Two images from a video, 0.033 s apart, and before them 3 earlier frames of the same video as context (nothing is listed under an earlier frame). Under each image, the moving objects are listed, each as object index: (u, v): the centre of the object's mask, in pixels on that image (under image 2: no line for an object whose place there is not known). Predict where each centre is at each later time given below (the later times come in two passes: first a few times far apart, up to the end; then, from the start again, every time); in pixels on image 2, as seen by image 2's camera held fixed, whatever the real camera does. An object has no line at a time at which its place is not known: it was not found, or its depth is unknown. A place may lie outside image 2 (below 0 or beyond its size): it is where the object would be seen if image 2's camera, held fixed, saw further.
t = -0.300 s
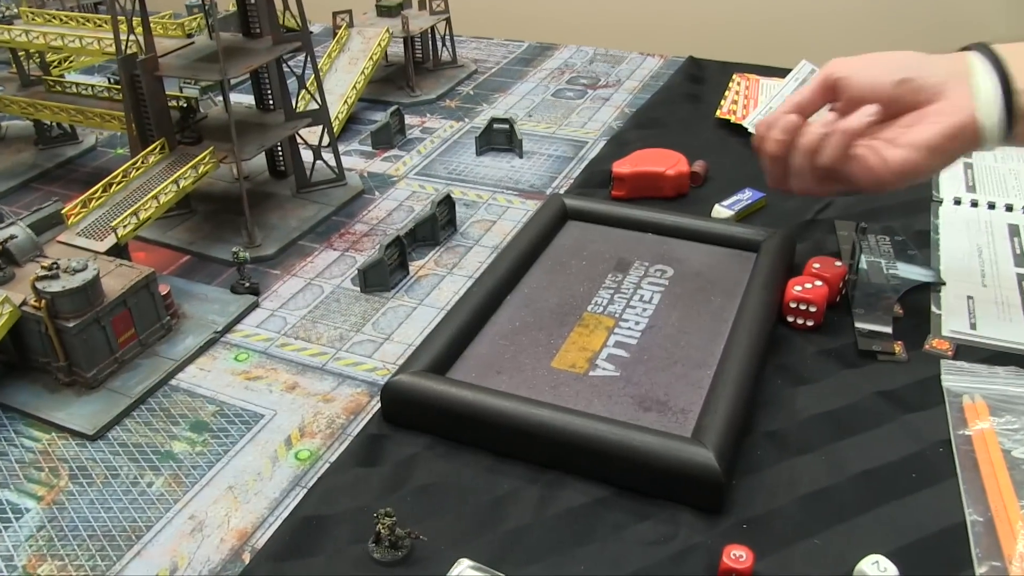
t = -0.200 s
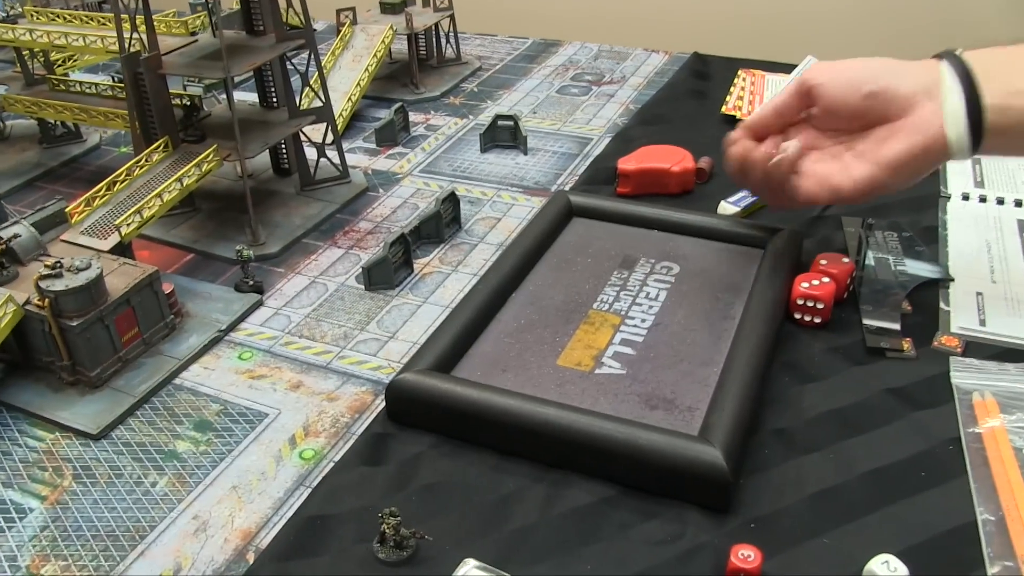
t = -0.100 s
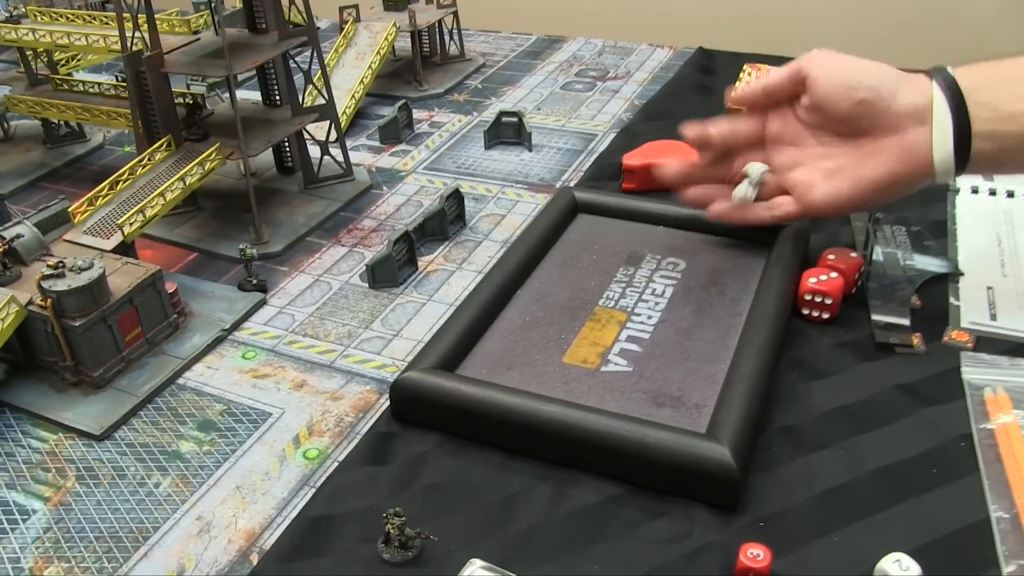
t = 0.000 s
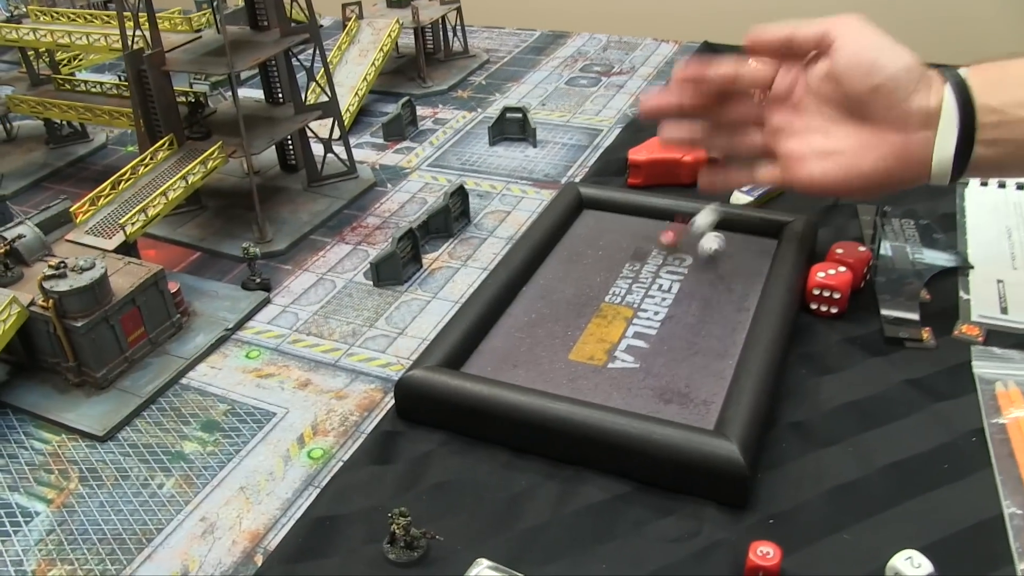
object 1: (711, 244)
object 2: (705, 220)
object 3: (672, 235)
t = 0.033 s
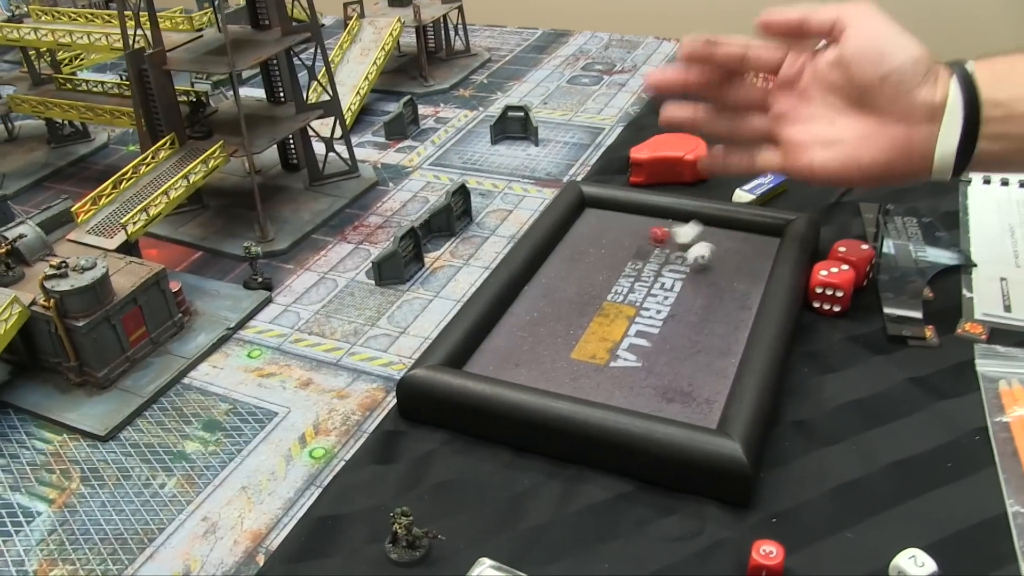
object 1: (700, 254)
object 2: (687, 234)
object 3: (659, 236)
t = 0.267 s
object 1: (581, 326)
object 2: (588, 254)
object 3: (556, 290)
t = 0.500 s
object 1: (531, 366)
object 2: (577, 251)
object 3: (507, 314)
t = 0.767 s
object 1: (532, 363)
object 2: (578, 249)
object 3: (516, 318)
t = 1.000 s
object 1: (533, 364)
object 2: (579, 249)
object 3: (517, 318)
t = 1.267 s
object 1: (533, 365)
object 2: (579, 250)
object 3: (518, 319)
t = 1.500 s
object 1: (534, 365)
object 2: (580, 249)
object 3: (518, 319)
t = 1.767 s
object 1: (535, 364)
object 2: (581, 248)
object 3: (519, 317)
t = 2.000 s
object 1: (531, 366)
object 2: (578, 250)
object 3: (516, 319)
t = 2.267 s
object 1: (529, 367)
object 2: (576, 251)
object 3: (513, 320)
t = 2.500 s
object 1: (531, 368)
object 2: (578, 251)
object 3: (515, 321)
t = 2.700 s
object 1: (530, 365)
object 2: (577, 249)
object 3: (514, 319)
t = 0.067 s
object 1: (684, 264)
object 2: (667, 233)
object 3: (643, 245)
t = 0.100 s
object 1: (667, 278)
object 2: (647, 240)
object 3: (626, 263)
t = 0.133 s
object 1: (649, 285)
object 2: (630, 244)
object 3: (613, 268)
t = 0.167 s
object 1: (631, 296)
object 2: (618, 247)
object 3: (598, 276)
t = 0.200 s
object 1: (612, 304)
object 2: (605, 249)
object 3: (585, 282)
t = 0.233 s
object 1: (597, 318)
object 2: (596, 252)
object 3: (572, 285)
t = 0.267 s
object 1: (581, 326)
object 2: (588, 254)
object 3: (556, 290)
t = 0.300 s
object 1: (565, 340)
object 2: (581, 254)
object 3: (543, 294)
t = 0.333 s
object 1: (556, 349)
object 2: (577, 254)
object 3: (532, 299)
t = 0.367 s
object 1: (548, 357)
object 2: (576, 253)
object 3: (521, 302)
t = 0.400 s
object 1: (542, 365)
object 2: (576, 253)
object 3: (510, 306)
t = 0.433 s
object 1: (534, 370)
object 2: (576, 253)
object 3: (507, 309)
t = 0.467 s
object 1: (530, 369)
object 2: (577, 252)
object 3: (507, 312)
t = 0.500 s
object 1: (531, 366)
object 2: (577, 251)
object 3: (507, 314)
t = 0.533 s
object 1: (531, 365)
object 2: (577, 250)
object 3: (506, 316)
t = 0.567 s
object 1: (531, 364)
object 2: (577, 250)
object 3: (508, 318)
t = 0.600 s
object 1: (531, 364)
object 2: (577, 249)
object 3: (512, 318)
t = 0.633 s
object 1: (531, 364)
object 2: (577, 249)
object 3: (515, 318)
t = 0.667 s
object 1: (532, 363)
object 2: (578, 249)
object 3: (515, 318)
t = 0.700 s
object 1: (532, 363)
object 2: (578, 249)
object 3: (516, 317)
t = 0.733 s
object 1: (532, 363)
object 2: (578, 249)
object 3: (516, 317)
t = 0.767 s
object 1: (532, 363)
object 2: (578, 249)
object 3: (516, 318)
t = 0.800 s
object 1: (532, 363)
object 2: (578, 249)
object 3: (516, 318)
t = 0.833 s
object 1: (532, 364)
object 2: (578, 249)
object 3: (516, 318)
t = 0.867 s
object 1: (532, 364)
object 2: (578, 249)
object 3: (516, 318)
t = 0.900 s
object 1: (533, 364)
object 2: (578, 249)
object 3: (516, 318)
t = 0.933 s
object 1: (533, 364)
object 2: (578, 250)
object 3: (517, 318)
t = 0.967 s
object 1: (533, 364)
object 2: (579, 250)
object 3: (517, 318)
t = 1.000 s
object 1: (533, 364)
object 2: (579, 249)
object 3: (517, 318)
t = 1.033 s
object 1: (533, 364)
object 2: (579, 249)
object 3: (517, 318)
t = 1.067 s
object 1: (533, 364)
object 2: (579, 249)
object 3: (517, 318)
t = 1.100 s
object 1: (534, 364)
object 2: (579, 250)
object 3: (517, 319)
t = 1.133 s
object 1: (534, 364)
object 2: (579, 250)
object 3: (518, 318)
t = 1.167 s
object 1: (534, 365)
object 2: (579, 250)
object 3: (518, 319)
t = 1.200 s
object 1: (534, 365)
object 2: (579, 250)
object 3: (518, 319)
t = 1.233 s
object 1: (534, 365)
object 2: (579, 250)
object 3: (518, 319)
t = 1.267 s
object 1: (533, 365)
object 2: (579, 250)
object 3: (518, 319)
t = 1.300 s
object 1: (533, 365)
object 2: (579, 250)
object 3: (518, 319)
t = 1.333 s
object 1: (533, 365)
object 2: (579, 250)
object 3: (518, 319)
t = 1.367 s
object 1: (533, 365)
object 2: (579, 250)
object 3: (518, 319)
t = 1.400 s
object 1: (533, 365)
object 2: (579, 250)
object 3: (518, 319)
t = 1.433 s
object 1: (534, 365)
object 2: (579, 250)
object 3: (518, 319)
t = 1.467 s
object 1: (534, 365)
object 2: (580, 250)
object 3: (518, 319)
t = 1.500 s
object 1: (534, 365)
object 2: (580, 249)
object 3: (518, 319)
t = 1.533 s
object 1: (534, 364)
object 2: (580, 249)
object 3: (518, 318)
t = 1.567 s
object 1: (534, 364)
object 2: (580, 249)
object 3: (518, 318)
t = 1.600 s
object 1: (535, 364)
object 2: (580, 249)
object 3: (518, 318)
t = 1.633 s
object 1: (535, 364)
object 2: (580, 249)
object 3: (518, 317)
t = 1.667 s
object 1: (535, 363)
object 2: (580, 248)
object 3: (518, 317)
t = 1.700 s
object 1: (535, 363)
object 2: (580, 248)
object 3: (519, 317)
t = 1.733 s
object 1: (535, 364)
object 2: (581, 248)
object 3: (519, 317)
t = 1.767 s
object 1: (535, 364)
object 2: (581, 248)
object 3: (519, 317)
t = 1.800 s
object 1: (536, 364)
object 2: (581, 249)
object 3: (519, 318)
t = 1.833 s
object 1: (536, 364)
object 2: (581, 249)
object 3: (519, 318)
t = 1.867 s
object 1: (535, 364)
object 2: (581, 249)
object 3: (519, 318)
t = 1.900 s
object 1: (535, 364)
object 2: (580, 249)
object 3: (518, 318)
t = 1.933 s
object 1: (534, 365)
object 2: (579, 249)
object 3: (518, 318)
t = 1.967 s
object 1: (533, 365)
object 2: (579, 250)
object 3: (517, 319)
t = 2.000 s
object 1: (531, 366)
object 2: (578, 250)
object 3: (516, 319)
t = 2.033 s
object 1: (530, 366)
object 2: (577, 250)
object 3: (514, 320)
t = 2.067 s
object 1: (530, 367)
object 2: (576, 251)
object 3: (514, 320)
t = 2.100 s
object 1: (529, 367)
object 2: (576, 251)
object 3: (513, 320)
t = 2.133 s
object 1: (528, 367)
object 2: (576, 251)
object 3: (513, 320)
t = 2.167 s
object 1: (528, 367)
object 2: (575, 251)
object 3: (513, 321)
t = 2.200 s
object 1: (528, 367)
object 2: (575, 251)
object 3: (513, 320)
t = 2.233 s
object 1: (528, 367)
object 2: (575, 251)
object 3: (513, 320)
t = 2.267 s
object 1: (529, 367)
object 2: (576, 251)
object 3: (513, 320)
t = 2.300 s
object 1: (529, 367)
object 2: (576, 251)
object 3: (513, 320)
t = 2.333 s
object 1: (529, 368)
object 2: (576, 251)
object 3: (514, 321)
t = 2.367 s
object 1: (530, 368)
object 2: (577, 251)
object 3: (514, 321)
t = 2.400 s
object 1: (530, 368)
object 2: (577, 251)
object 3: (514, 321)
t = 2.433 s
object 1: (530, 368)
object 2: (577, 251)
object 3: (515, 321)
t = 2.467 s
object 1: (531, 368)
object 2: (577, 252)
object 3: (515, 321)
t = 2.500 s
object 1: (531, 368)
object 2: (578, 251)
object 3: (515, 321)
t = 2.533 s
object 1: (531, 368)
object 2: (578, 251)
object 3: (515, 321)
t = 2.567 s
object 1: (531, 368)
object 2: (578, 251)
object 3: (516, 321)
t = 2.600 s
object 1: (531, 367)
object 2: (578, 251)
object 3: (515, 321)
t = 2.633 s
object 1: (531, 367)
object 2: (578, 250)
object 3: (515, 320)
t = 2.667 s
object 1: (530, 366)
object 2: (577, 250)
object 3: (515, 319)
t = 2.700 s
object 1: (530, 365)
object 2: (577, 249)
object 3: (514, 319)
